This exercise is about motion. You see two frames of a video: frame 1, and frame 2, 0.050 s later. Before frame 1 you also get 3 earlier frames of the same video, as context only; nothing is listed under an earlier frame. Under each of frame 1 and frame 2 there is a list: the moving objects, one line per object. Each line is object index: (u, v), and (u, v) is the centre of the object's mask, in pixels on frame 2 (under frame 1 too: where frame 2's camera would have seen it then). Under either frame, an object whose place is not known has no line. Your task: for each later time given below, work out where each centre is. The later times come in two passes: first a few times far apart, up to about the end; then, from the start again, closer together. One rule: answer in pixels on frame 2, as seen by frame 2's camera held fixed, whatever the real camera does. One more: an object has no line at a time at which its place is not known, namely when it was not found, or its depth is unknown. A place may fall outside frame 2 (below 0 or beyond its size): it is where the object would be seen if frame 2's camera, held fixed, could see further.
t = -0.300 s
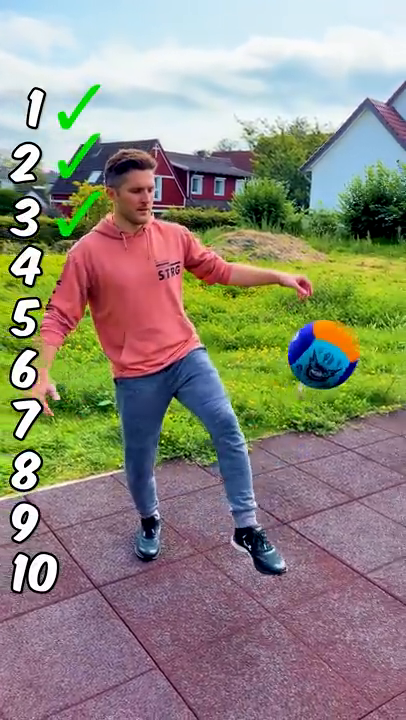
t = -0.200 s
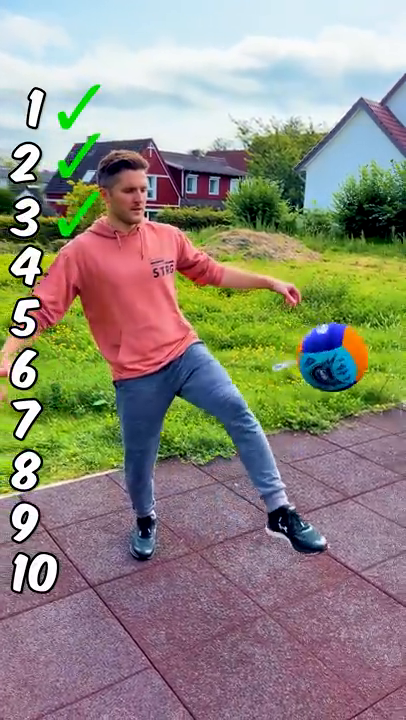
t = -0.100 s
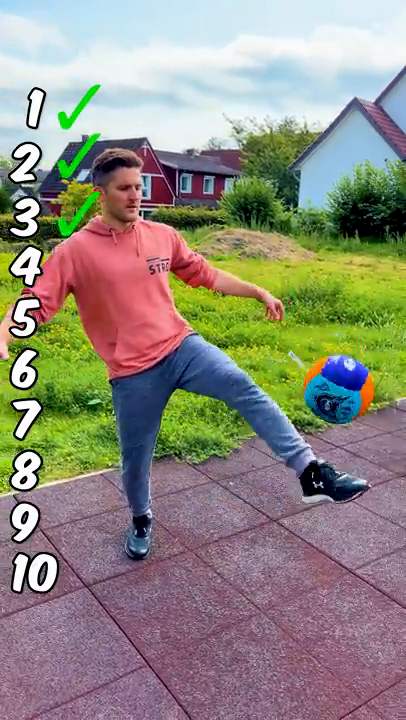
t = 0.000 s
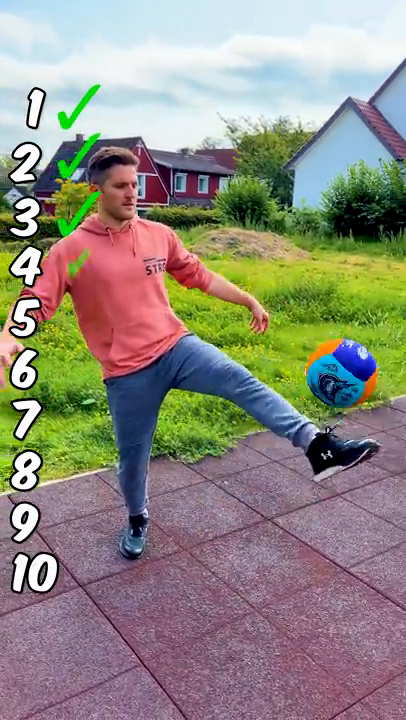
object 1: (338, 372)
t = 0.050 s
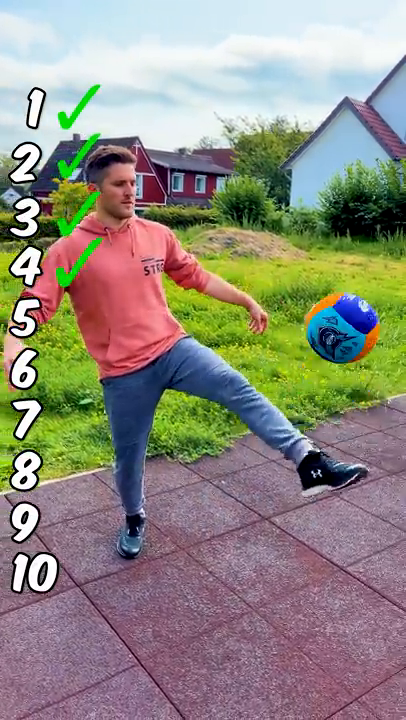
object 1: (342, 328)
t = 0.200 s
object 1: (349, 233)
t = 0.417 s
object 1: (343, 220)
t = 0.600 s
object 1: (329, 328)
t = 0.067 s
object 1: (343, 314)
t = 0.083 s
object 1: (344, 301)
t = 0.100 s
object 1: (345, 289)
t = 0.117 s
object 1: (345, 277)
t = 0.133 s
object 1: (346, 267)
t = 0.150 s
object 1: (347, 257)
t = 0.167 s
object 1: (348, 248)
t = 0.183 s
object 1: (348, 240)
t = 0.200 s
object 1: (349, 233)
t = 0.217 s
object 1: (349, 227)
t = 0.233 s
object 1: (349, 221)
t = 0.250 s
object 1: (349, 216)
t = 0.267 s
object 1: (349, 213)
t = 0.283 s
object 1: (349, 210)
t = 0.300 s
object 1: (348, 208)
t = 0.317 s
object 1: (349, 207)
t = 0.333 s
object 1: (348, 207)
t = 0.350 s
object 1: (346, 208)
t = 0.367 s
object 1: (348, 210)
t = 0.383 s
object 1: (345, 212)
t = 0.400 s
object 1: (344, 215)
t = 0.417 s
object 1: (343, 220)
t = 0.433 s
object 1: (344, 226)
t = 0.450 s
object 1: (344, 233)
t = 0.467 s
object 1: (342, 241)
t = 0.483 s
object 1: (340, 248)
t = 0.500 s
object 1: (339, 257)
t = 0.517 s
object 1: (337, 266)
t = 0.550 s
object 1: (334, 289)
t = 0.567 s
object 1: (333, 301)
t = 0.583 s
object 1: (331, 314)
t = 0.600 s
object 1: (329, 328)
